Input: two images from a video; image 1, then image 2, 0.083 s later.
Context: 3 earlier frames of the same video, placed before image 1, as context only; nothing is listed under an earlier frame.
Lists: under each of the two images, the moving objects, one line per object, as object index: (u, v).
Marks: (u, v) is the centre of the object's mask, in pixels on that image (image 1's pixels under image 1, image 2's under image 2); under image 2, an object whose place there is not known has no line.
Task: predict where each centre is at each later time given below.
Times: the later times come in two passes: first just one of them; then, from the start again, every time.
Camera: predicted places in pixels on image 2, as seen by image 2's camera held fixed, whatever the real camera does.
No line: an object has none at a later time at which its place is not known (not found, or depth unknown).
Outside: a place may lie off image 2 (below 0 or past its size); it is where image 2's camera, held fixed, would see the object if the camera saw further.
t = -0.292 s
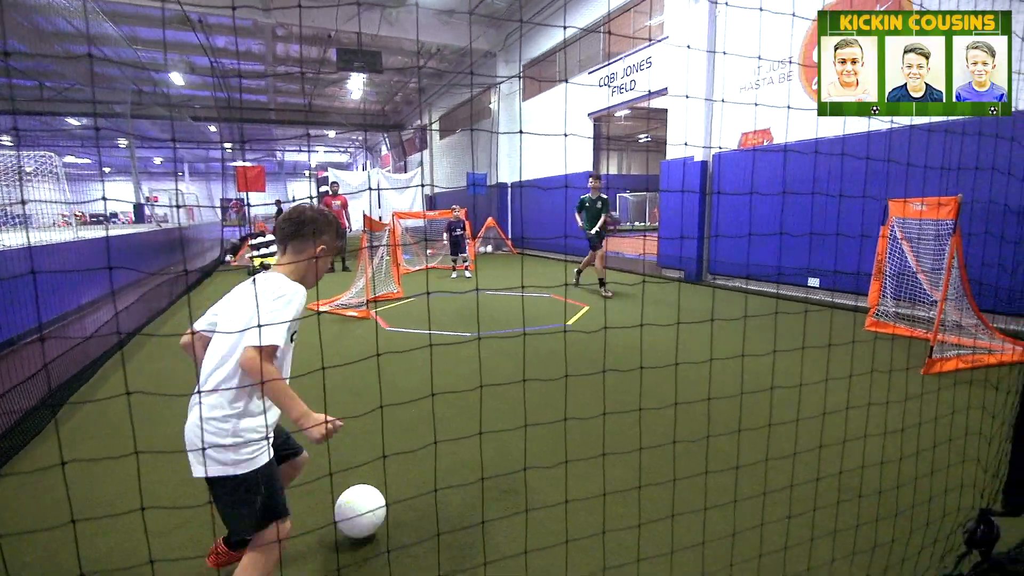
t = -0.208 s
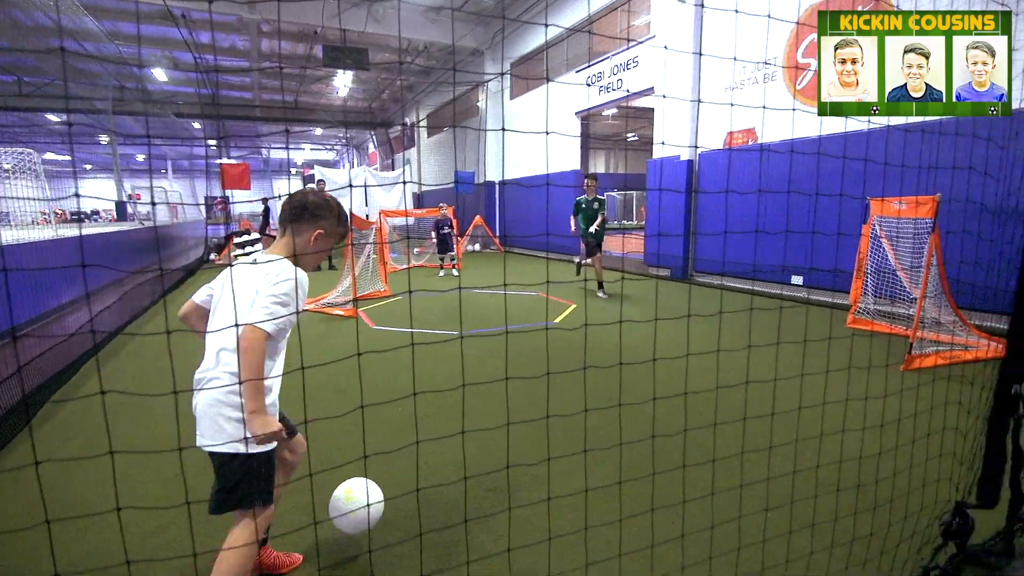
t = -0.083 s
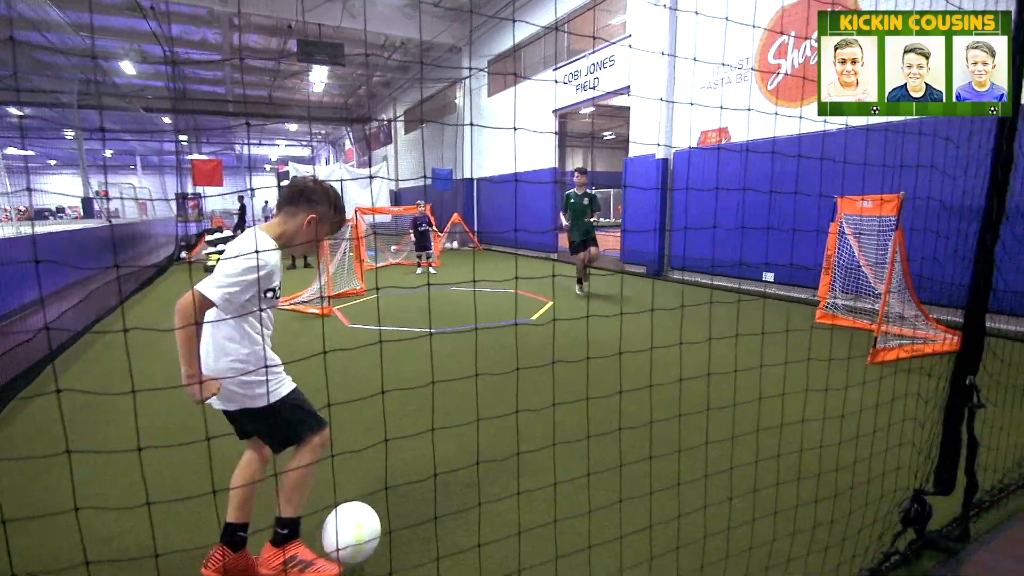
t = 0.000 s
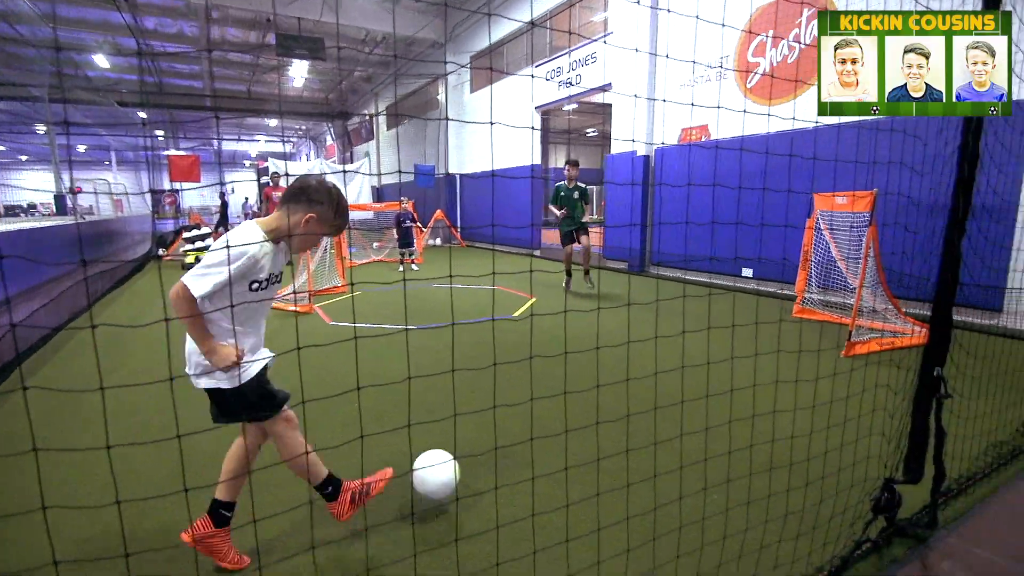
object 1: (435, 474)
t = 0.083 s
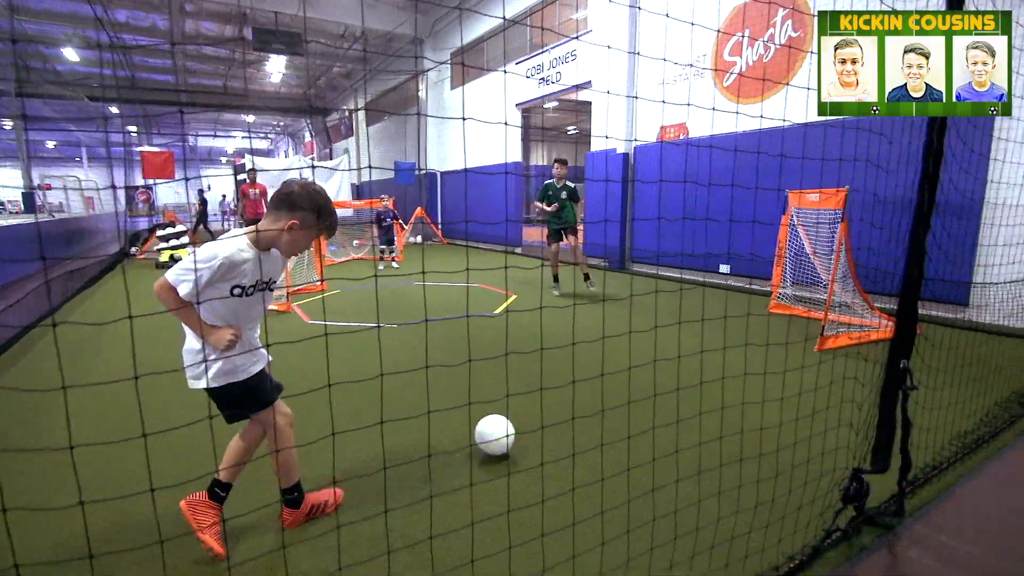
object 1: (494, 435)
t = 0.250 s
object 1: (585, 380)
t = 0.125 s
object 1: (524, 419)
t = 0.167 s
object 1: (547, 402)
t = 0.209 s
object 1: (567, 390)
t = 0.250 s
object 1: (585, 380)
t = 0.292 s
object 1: (601, 375)
